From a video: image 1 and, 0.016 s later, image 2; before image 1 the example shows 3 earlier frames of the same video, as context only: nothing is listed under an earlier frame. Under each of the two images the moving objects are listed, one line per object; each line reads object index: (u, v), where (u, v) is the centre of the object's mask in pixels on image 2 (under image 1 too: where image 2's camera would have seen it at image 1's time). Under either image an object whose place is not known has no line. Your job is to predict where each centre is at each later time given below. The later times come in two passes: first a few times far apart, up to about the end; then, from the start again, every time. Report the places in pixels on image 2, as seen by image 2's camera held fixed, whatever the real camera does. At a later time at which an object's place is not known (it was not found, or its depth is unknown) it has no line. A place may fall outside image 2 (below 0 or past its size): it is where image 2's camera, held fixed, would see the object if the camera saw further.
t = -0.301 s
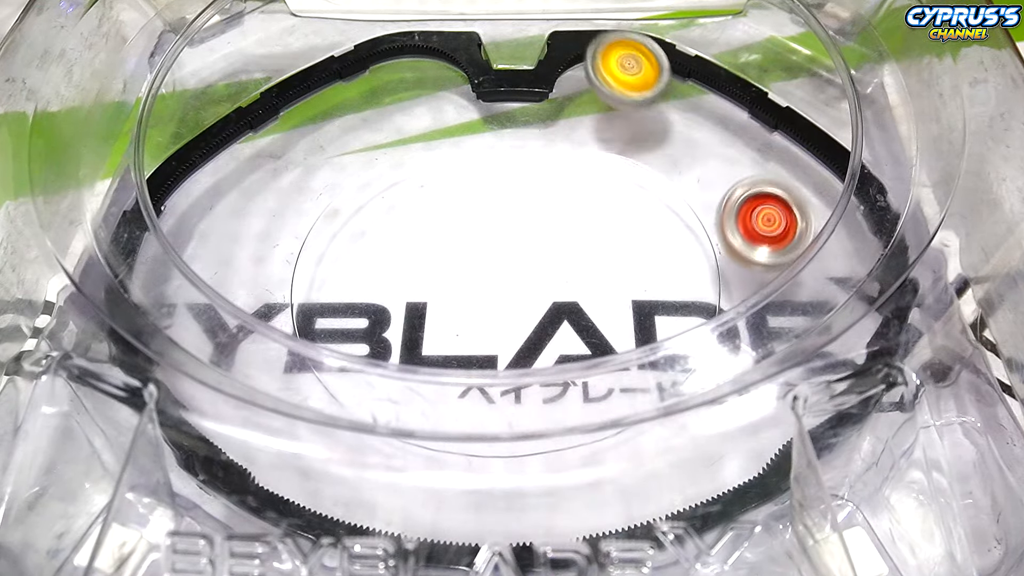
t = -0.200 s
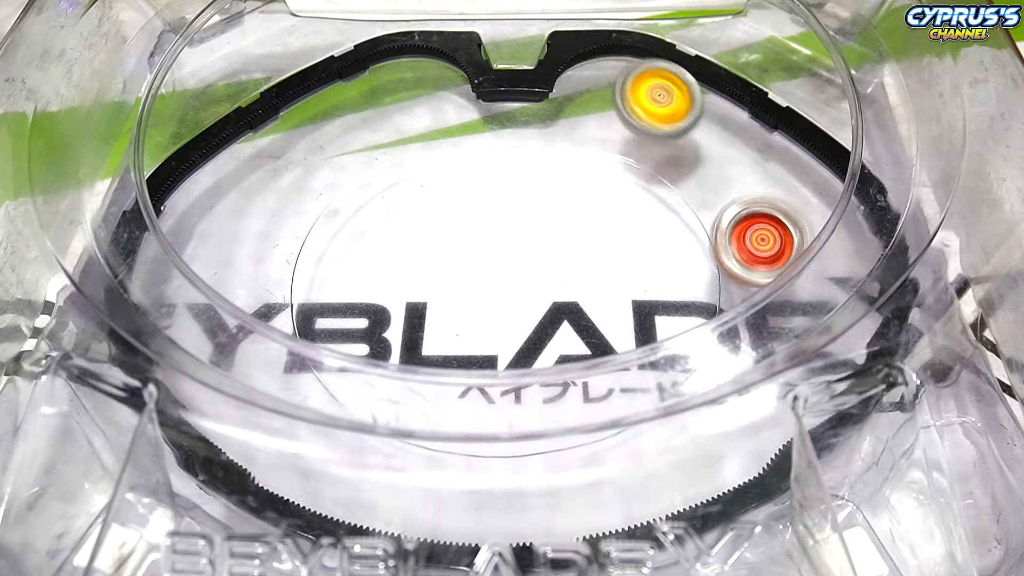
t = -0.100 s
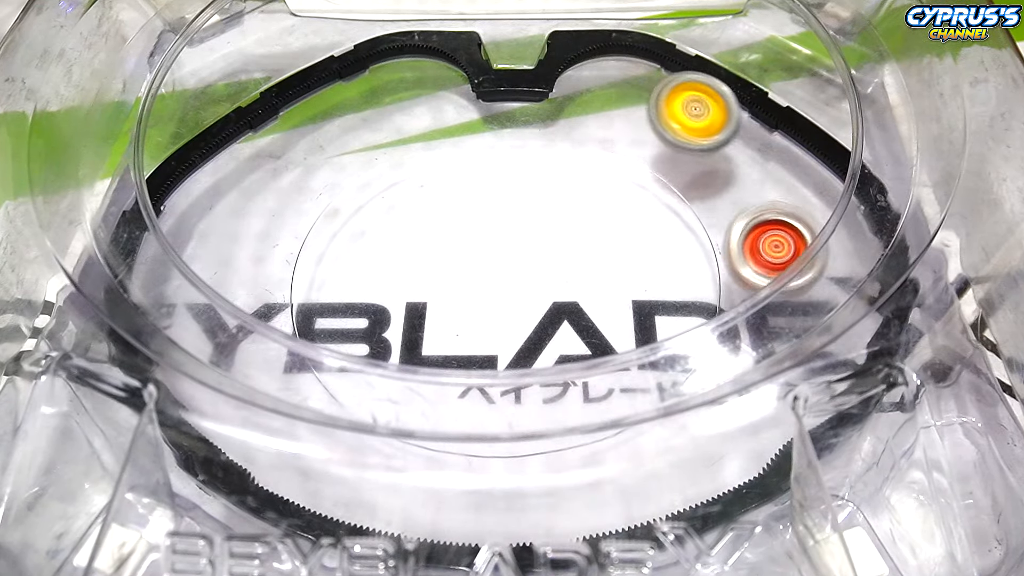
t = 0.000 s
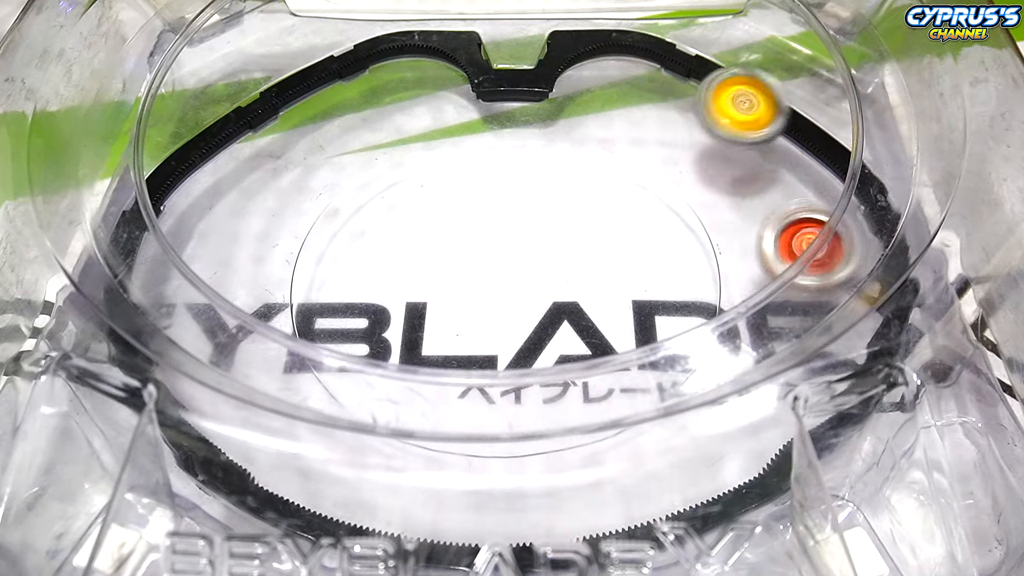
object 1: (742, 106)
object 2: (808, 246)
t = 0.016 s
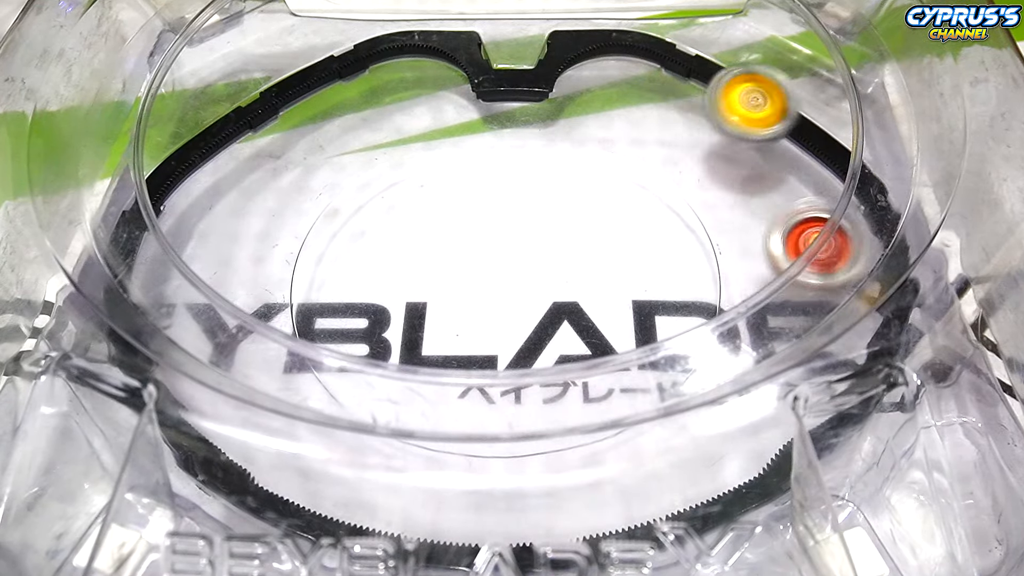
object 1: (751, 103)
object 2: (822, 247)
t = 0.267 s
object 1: (659, 78)
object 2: (771, 157)
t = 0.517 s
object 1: (709, 59)
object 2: (674, 143)
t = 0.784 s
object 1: (642, 88)
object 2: (605, 311)
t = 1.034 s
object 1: (692, 114)
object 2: (578, 380)
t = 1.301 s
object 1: (749, 165)
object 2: (542, 329)
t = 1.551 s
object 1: (810, 231)
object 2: (504, 358)
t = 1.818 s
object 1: (829, 269)
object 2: (513, 300)
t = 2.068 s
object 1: (730, 264)
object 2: (353, 253)
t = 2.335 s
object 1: (656, 273)
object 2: (423, 357)
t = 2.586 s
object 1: (639, 89)
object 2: (372, 376)
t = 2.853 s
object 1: (564, 218)
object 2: (319, 297)
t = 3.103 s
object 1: (501, 314)
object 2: (310, 280)
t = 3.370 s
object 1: (535, 305)
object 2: (401, 265)
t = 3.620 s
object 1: (535, 284)
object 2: (446, 163)
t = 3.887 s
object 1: (517, 269)
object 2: (439, 209)
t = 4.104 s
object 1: (578, 300)
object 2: (409, 175)
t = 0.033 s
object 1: (761, 100)
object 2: (830, 245)
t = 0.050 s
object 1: (773, 96)
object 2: (841, 244)
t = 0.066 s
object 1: (773, 92)
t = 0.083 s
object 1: (759, 88)
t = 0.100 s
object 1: (748, 89)
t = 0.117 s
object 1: (733, 90)
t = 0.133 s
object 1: (723, 87)
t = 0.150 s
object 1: (712, 88)
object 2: (859, 218)
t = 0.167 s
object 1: (702, 86)
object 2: (849, 210)
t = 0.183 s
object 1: (692, 86)
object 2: (831, 199)
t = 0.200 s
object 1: (684, 84)
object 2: (817, 186)
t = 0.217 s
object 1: (677, 82)
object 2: (803, 178)
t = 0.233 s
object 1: (669, 81)
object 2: (793, 171)
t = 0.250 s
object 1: (663, 79)
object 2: (782, 162)
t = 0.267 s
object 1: (659, 78)
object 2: (771, 157)
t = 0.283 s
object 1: (655, 77)
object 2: (761, 150)
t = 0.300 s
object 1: (652, 75)
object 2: (750, 143)
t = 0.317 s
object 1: (650, 73)
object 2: (740, 138)
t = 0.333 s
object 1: (649, 73)
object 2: (731, 134)
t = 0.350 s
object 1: (649, 72)
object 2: (723, 131)
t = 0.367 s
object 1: (651, 70)
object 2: (716, 129)
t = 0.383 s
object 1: (653, 68)
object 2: (709, 127)
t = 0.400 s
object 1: (656, 67)
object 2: (704, 126)
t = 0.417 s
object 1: (660, 65)
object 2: (698, 126)
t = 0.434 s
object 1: (665, 63)
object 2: (693, 127)
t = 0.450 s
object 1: (672, 62)
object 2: (688, 129)
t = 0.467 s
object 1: (680, 61)
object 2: (684, 131)
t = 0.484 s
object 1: (690, 60)
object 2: (681, 134)
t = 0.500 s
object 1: (698, 61)
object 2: (677, 138)
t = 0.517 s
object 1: (709, 59)
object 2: (674, 143)
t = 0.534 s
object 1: (702, 58)
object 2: (671, 150)
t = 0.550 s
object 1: (691, 60)
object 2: (668, 158)
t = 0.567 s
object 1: (681, 61)
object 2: (664, 167)
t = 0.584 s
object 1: (671, 64)
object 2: (659, 177)
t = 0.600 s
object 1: (663, 64)
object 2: (655, 187)
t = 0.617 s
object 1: (656, 65)
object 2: (649, 198)
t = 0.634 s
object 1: (649, 67)
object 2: (644, 210)
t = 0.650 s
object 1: (645, 69)
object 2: (639, 221)
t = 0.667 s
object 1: (641, 71)
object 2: (635, 232)
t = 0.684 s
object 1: (638, 74)
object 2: (630, 244)
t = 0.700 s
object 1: (636, 76)
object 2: (625, 255)
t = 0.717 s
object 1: (636, 78)
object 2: (621, 267)
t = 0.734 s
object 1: (636, 81)
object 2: (617, 279)
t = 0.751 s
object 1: (637, 84)
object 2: (612, 290)
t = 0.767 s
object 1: (639, 85)
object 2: (609, 302)
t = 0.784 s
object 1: (642, 88)
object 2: (605, 311)
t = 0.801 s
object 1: (645, 89)
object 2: (601, 317)
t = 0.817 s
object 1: (648, 90)
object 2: (597, 323)
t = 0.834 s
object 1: (651, 92)
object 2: (594, 328)
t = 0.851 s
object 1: (654, 93)
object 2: (590, 333)
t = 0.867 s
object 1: (657, 95)
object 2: (587, 336)
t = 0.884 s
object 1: (660, 96)
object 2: (585, 353)
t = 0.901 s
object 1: (664, 98)
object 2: (584, 361)
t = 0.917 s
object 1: (668, 100)
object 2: (588, 378)
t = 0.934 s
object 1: (671, 102)
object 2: (588, 381)
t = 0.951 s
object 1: (676, 104)
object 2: (588, 386)
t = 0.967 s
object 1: (679, 105)
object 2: (590, 395)
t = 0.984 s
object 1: (683, 108)
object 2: (588, 391)
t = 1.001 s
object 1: (686, 110)
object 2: (585, 390)
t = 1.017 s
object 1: (689, 112)
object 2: (581, 383)
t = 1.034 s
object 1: (692, 114)
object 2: (578, 380)
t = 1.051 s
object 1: (695, 116)
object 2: (576, 380)
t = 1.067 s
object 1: (698, 118)
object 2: (575, 380)
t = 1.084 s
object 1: (701, 120)
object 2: (570, 365)
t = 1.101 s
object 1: (704, 123)
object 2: (569, 361)
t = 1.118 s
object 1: (707, 125)
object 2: (566, 358)
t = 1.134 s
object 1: (710, 128)
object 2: (565, 352)
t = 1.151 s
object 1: (713, 131)
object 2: (560, 339)
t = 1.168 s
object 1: (717, 135)
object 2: (558, 338)
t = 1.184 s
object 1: (721, 138)
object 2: (556, 337)
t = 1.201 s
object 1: (725, 142)
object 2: (555, 336)
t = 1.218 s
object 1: (729, 145)
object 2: (553, 333)
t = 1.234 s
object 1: (733, 150)
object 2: (551, 332)
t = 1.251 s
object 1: (737, 154)
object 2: (549, 331)
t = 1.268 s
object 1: (741, 158)
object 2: (547, 330)
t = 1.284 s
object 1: (745, 161)
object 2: (544, 329)
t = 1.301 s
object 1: (749, 165)
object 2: (542, 329)
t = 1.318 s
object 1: (753, 170)
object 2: (539, 328)
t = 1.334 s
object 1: (758, 174)
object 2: (536, 329)
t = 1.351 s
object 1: (762, 178)
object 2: (532, 329)
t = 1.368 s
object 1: (766, 182)
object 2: (529, 330)
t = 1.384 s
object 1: (770, 186)
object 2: (525, 331)
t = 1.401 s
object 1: (774, 191)
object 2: (521, 332)
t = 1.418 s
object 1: (778, 196)
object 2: (518, 334)
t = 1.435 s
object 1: (783, 201)
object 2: (514, 335)
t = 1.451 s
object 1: (787, 205)
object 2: (511, 337)
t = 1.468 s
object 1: (791, 209)
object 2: (508, 339)
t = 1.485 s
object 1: (795, 214)
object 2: (506, 341)
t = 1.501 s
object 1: (799, 218)
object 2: (504, 342)
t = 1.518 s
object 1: (803, 223)
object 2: (503, 344)
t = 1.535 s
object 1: (806, 227)
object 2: (503, 355)
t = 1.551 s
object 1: (810, 231)
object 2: (504, 358)
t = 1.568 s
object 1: (814, 235)
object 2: (506, 361)
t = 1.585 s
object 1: (818, 239)
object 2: (508, 363)
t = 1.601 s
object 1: (821, 243)
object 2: (513, 365)
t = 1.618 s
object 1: (824, 247)
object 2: (517, 365)
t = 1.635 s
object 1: (826, 251)
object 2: (521, 364)
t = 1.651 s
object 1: (829, 255)
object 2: (525, 361)
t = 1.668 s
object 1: (833, 260)
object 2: (530, 357)
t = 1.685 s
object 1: (839, 269)
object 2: (533, 351)
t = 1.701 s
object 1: (848, 275)
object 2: (536, 339)
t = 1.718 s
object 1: (855, 282)
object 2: (537, 336)
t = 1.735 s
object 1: (858, 286)
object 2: (536, 332)
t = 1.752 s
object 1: (862, 291)
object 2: (535, 328)
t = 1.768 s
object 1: (865, 294)
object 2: (531, 322)
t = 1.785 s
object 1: (858, 286)
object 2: (526, 315)
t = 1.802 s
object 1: (845, 277)
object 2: (520, 307)
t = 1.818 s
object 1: (829, 269)
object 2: (513, 300)
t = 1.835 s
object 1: (823, 264)
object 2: (506, 293)
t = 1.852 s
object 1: (813, 260)
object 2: (498, 287)
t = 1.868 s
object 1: (800, 252)
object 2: (488, 280)
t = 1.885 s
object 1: (790, 248)
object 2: (478, 274)
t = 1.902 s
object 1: (774, 240)
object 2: (467, 269)
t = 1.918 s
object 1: (769, 240)
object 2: (457, 264)
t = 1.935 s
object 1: (763, 240)
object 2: (446, 260)
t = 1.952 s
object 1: (757, 242)
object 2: (434, 256)
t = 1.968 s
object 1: (752, 245)
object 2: (422, 253)
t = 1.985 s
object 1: (747, 248)
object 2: (410, 251)
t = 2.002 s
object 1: (743, 250)
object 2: (398, 249)
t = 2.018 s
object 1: (739, 254)
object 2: (386, 248)
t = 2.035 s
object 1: (736, 258)
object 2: (375, 249)
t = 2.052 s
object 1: (733, 261)
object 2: (364, 250)
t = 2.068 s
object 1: (730, 264)
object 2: (353, 253)
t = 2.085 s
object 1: (727, 267)
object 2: (344, 256)
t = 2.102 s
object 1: (724, 270)
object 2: (334, 260)
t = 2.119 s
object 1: (720, 272)
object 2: (326, 266)
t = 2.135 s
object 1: (717, 274)
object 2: (319, 272)
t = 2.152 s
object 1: (715, 275)
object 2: (313, 280)
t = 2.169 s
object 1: (711, 276)
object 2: (308, 288)
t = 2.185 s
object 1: (706, 278)
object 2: (306, 297)
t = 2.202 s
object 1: (699, 279)
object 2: (310, 303)
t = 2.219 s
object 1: (693, 280)
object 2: (319, 311)
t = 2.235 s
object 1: (687, 279)
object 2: (330, 319)
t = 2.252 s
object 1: (682, 278)
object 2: (343, 325)
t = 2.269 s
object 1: (677, 276)
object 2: (354, 330)
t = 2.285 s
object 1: (672, 275)
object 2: (370, 335)
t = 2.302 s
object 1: (666, 274)
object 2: (387, 351)
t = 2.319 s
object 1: (662, 274)
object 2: (406, 355)
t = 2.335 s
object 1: (656, 273)
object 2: (423, 357)
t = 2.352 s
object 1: (649, 272)
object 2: (447, 355)
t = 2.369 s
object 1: (642, 272)
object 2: (465, 344)
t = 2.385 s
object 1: (634, 271)
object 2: (488, 341)
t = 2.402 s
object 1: (625, 271)
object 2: (508, 336)
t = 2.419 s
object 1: (616, 270)
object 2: (528, 331)
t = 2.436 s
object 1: (619, 260)
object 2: (526, 332)
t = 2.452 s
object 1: (640, 232)
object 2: (502, 341)
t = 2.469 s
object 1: (661, 203)
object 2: (478, 362)
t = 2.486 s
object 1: (676, 177)
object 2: (454, 371)
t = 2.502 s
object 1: (682, 154)
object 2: (432, 384)
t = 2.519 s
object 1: (674, 136)
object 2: (407, 391)
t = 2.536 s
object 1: (666, 117)
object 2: (394, 387)
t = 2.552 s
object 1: (657, 107)
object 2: (386, 380)
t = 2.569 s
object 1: (649, 99)
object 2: (377, 378)
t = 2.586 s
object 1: (639, 89)
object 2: (372, 376)
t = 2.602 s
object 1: (628, 77)
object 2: (366, 375)
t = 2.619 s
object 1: (615, 68)
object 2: (363, 355)
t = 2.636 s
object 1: (603, 63)
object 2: (361, 348)
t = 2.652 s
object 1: (589, 57)
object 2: (355, 341)
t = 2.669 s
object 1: (574, 49)
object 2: (351, 329)
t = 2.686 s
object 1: (565, 52)
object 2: (347, 326)
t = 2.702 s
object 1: (571, 66)
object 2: (344, 323)
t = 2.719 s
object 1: (575, 84)
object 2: (340, 320)
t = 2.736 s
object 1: (578, 99)
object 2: (337, 317)
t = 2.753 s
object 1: (581, 113)
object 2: (333, 313)
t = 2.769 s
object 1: (581, 130)
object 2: (330, 310)
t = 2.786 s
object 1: (582, 149)
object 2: (328, 308)
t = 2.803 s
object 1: (579, 168)
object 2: (325, 305)
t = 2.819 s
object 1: (576, 185)
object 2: (323, 303)
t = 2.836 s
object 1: (570, 202)
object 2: (321, 300)
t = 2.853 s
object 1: (564, 218)
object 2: (319, 297)
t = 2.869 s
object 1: (557, 233)
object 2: (318, 295)
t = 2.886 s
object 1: (549, 246)
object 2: (316, 292)
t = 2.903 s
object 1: (541, 261)
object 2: (315, 290)
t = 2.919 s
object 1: (532, 273)
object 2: (313, 288)
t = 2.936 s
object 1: (523, 283)
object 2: (311, 286)
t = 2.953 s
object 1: (516, 291)
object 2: (310, 284)
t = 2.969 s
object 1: (510, 297)
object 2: (308, 283)
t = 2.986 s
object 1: (504, 302)
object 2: (305, 282)
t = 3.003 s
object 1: (498, 307)
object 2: (303, 281)
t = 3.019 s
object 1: (495, 310)
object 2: (302, 281)
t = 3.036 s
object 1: (494, 312)
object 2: (304, 281)
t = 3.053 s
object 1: (494, 313)
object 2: (306, 280)
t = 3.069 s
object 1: (496, 313)
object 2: (307, 280)
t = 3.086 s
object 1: (499, 313)
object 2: (309, 280)
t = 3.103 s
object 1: (501, 314)
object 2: (310, 280)
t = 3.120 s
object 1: (504, 314)
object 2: (311, 280)
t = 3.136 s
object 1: (507, 315)
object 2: (312, 280)
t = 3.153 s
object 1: (510, 315)
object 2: (313, 280)
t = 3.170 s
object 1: (512, 315)
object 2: (315, 280)
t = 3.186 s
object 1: (515, 315)
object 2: (317, 280)
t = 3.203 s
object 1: (517, 315)
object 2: (320, 281)
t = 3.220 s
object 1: (519, 315)
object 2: (324, 281)
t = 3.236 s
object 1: (521, 314)
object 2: (331, 282)
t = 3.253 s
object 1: (523, 314)
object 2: (338, 282)
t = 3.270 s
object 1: (525, 312)
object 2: (344, 282)
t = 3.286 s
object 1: (527, 311)
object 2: (353, 282)
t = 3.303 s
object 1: (529, 310)
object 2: (362, 280)
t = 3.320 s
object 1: (531, 309)
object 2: (372, 278)
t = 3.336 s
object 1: (532, 308)
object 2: (382, 274)
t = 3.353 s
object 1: (534, 307)
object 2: (391, 270)
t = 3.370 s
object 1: (535, 305)
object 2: (401, 265)
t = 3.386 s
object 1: (536, 304)
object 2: (410, 259)
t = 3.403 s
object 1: (536, 303)
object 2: (418, 252)
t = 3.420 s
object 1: (537, 302)
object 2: (425, 246)
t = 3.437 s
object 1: (538, 301)
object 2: (432, 239)
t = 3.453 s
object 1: (538, 299)
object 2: (438, 231)
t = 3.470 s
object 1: (539, 298)
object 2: (443, 222)
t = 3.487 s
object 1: (539, 296)
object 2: (447, 215)
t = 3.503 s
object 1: (539, 295)
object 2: (450, 207)
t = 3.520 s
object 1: (538, 293)
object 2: (452, 199)
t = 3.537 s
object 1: (538, 292)
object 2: (453, 192)
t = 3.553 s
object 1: (538, 290)
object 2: (454, 185)
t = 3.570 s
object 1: (537, 289)
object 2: (453, 179)
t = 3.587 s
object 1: (536, 287)
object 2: (452, 173)
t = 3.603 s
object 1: (536, 286)
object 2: (450, 168)
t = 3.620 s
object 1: (535, 284)
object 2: (446, 163)
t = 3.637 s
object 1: (534, 282)
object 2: (442, 160)
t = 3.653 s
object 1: (533, 281)
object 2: (438, 157)
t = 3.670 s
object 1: (532, 279)
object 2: (432, 155)
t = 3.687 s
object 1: (530, 278)
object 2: (426, 154)
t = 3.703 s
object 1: (529, 276)
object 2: (421, 156)
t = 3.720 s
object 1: (527, 275)
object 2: (416, 157)
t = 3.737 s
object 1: (526, 273)
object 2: (413, 161)
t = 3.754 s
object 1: (524, 272)
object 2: (410, 164)
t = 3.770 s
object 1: (523, 270)
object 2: (409, 169)
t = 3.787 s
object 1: (521, 269)
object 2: (410, 175)
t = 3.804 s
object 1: (519, 268)
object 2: (412, 181)
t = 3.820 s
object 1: (518, 266)
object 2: (416, 187)
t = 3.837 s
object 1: (517, 265)
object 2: (422, 196)
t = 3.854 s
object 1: (515, 264)
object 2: (428, 203)
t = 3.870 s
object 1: (513, 263)
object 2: (436, 208)
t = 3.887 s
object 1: (517, 269)
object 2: (439, 209)
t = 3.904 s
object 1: (530, 280)
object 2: (436, 200)
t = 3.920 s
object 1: (539, 288)
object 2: (434, 192)
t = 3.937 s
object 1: (548, 296)
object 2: (432, 185)
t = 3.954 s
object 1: (555, 301)
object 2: (429, 180)
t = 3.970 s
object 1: (560, 305)
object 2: (426, 175)
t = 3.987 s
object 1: (564, 307)
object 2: (423, 172)
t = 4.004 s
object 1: (568, 309)
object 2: (419, 170)
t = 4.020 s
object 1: (571, 309)
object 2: (416, 169)
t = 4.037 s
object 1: (573, 308)
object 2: (413, 169)
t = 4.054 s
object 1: (576, 307)
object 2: (410, 170)
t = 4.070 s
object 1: (577, 304)
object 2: (409, 170)
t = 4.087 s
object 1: (578, 302)
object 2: (408, 172)
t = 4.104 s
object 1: (578, 300)
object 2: (409, 175)
